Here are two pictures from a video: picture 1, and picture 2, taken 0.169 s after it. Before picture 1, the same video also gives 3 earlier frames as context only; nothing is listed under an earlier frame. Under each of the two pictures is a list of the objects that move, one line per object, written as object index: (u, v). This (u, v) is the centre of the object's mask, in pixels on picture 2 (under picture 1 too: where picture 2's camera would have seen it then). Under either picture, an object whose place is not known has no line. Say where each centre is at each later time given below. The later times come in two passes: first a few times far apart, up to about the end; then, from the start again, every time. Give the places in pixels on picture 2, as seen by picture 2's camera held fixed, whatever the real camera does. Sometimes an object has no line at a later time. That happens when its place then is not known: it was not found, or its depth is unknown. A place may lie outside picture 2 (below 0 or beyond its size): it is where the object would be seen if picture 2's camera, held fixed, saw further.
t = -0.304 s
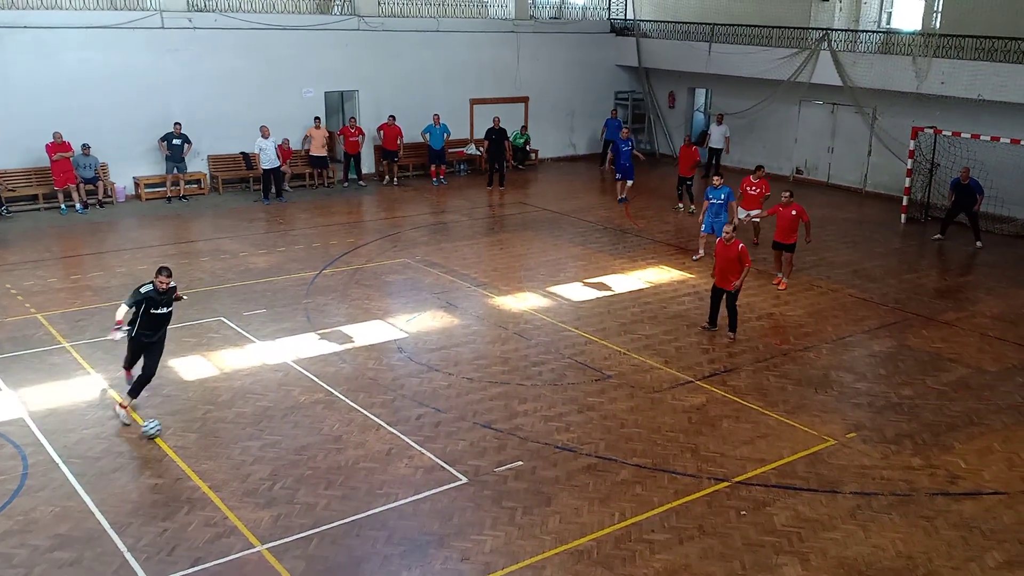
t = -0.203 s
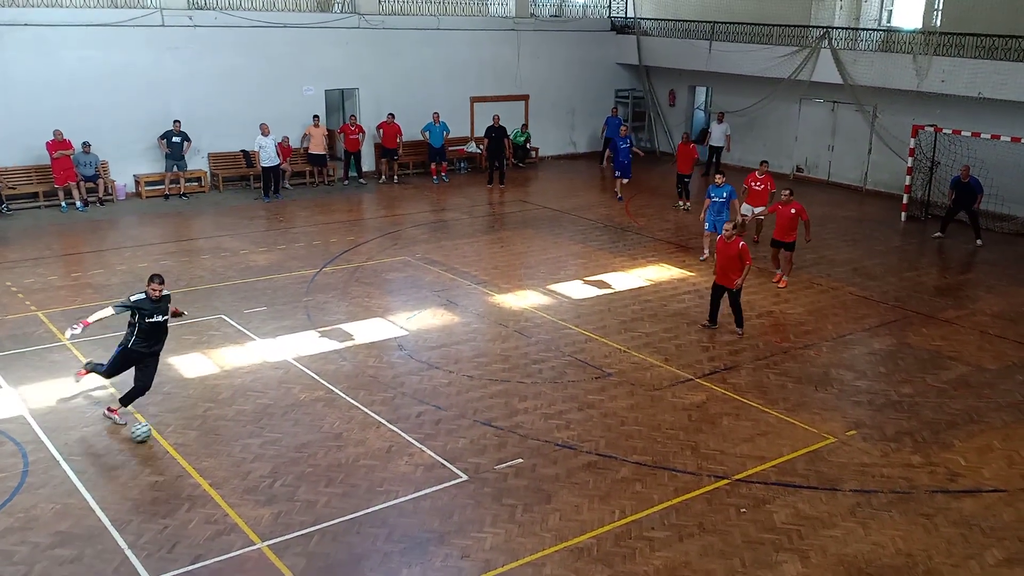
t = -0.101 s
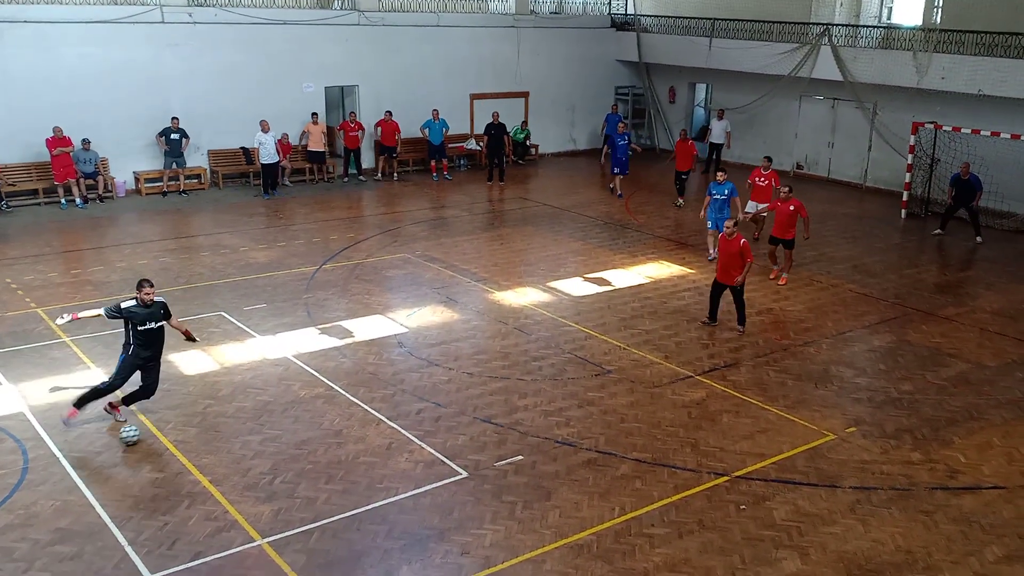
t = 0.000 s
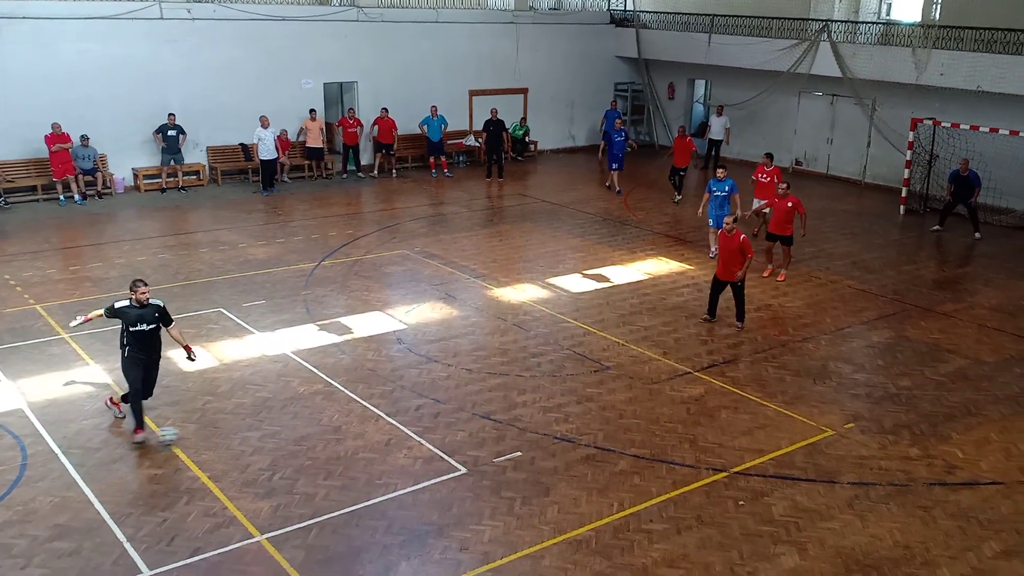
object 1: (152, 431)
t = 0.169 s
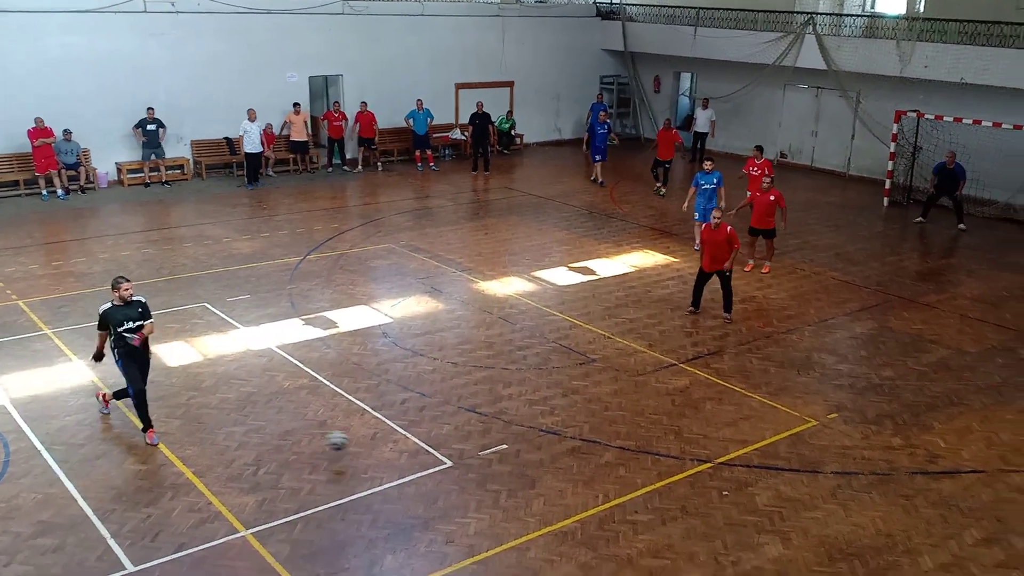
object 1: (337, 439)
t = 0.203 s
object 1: (375, 445)
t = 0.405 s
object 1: (588, 473)
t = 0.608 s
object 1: (785, 496)
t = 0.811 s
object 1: (968, 519)
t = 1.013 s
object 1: (1152, 539)
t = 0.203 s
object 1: (375, 445)
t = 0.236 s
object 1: (412, 453)
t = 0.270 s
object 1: (450, 459)
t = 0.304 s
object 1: (486, 466)
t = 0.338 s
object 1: (521, 467)
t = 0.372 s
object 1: (554, 469)
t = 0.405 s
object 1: (588, 473)
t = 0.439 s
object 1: (623, 478)
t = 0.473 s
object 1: (657, 485)
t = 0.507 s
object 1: (688, 487)
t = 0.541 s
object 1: (720, 488)
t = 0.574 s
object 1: (752, 492)
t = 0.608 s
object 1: (785, 496)
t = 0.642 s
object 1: (816, 502)
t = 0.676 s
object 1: (847, 504)
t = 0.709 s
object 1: (877, 508)
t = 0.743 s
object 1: (908, 511)
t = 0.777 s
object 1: (938, 517)
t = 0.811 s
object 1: (968, 519)
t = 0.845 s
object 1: (998, 522)
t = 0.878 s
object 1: (1028, 527)
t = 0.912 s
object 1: (1058, 532)
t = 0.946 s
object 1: (1090, 534)
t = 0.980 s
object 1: (1121, 536)
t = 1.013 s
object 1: (1152, 539)
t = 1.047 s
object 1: (1184, 545)
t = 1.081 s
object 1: (1216, 552)
